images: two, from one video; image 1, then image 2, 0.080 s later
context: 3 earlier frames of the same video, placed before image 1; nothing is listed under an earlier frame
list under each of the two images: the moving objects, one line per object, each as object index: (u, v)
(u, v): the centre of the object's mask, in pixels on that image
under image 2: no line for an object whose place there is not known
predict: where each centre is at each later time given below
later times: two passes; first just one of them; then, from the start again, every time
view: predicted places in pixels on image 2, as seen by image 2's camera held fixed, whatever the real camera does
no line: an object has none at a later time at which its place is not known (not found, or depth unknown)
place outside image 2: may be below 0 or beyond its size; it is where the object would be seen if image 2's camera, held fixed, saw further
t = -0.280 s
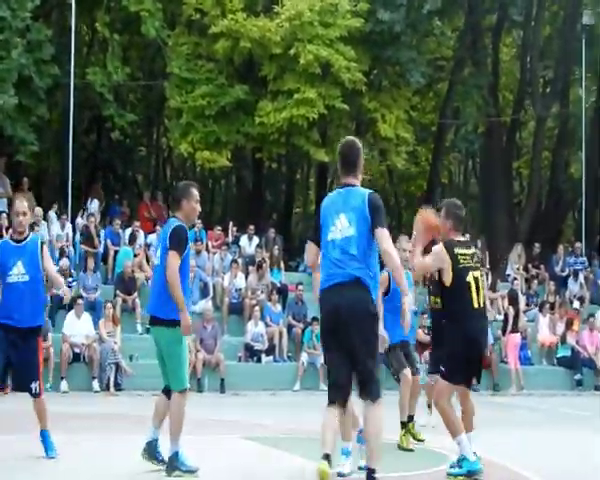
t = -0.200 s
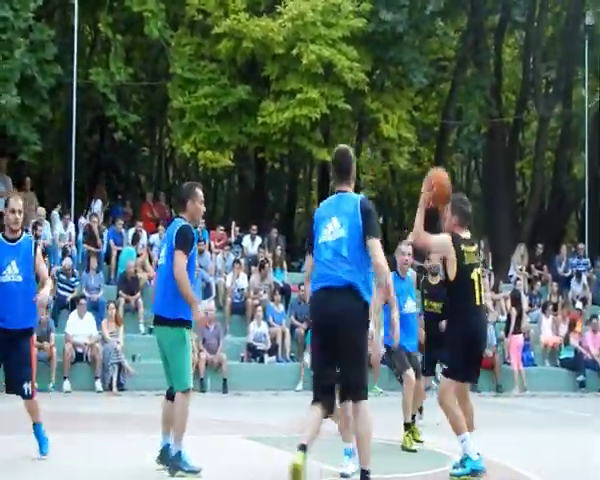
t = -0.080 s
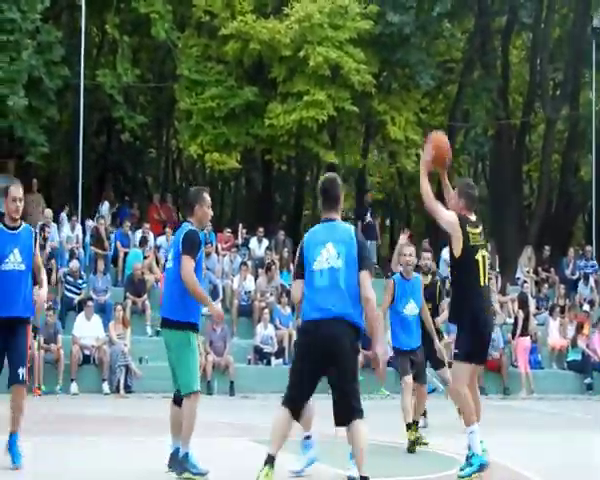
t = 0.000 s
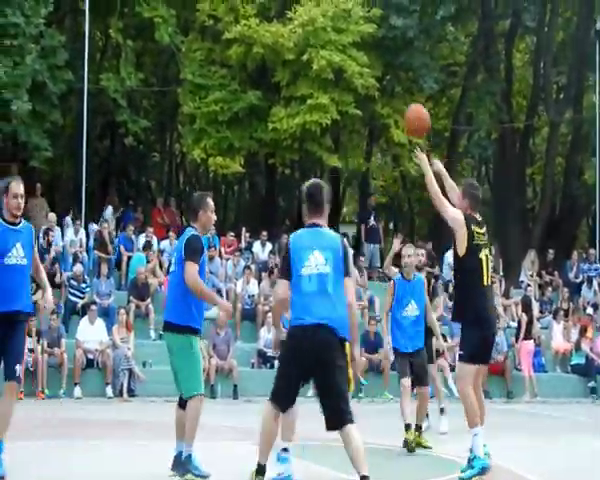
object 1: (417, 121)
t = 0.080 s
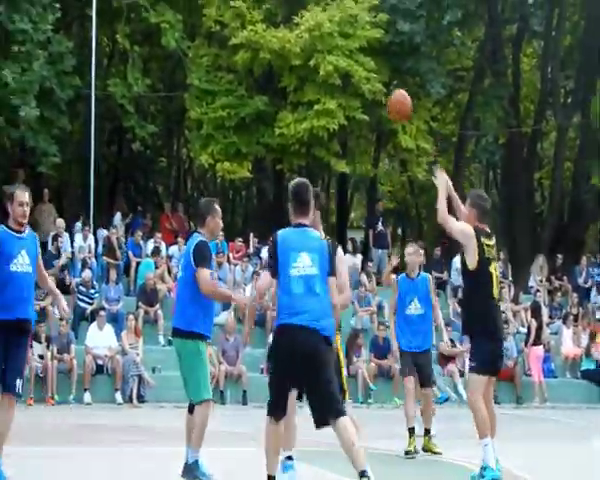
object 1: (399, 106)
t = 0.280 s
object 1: (348, 97)
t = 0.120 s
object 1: (391, 100)
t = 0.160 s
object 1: (380, 96)
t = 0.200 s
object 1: (369, 95)
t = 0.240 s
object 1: (359, 95)
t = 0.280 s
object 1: (348, 97)
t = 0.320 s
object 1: (340, 102)
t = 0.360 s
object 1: (331, 107)
